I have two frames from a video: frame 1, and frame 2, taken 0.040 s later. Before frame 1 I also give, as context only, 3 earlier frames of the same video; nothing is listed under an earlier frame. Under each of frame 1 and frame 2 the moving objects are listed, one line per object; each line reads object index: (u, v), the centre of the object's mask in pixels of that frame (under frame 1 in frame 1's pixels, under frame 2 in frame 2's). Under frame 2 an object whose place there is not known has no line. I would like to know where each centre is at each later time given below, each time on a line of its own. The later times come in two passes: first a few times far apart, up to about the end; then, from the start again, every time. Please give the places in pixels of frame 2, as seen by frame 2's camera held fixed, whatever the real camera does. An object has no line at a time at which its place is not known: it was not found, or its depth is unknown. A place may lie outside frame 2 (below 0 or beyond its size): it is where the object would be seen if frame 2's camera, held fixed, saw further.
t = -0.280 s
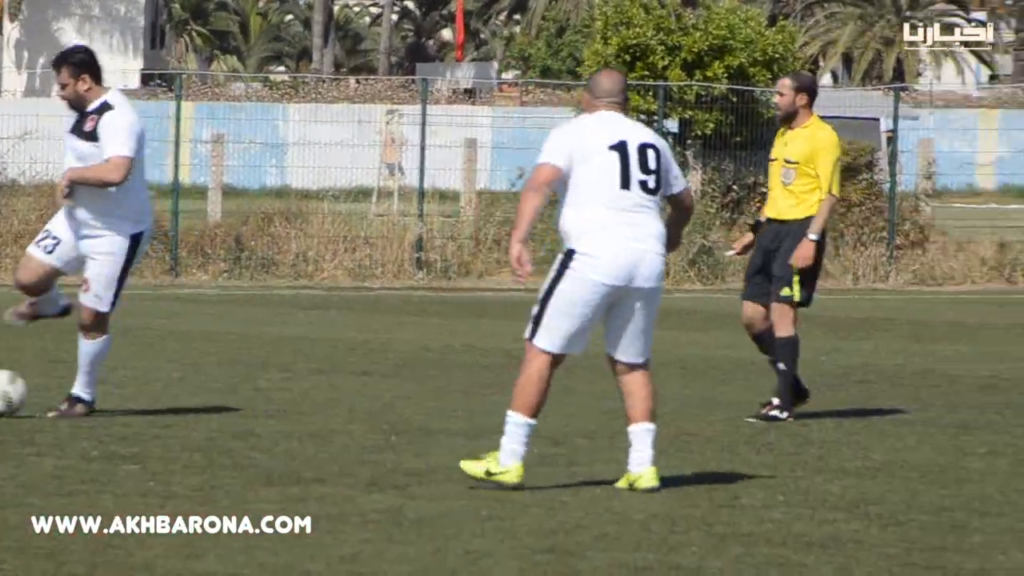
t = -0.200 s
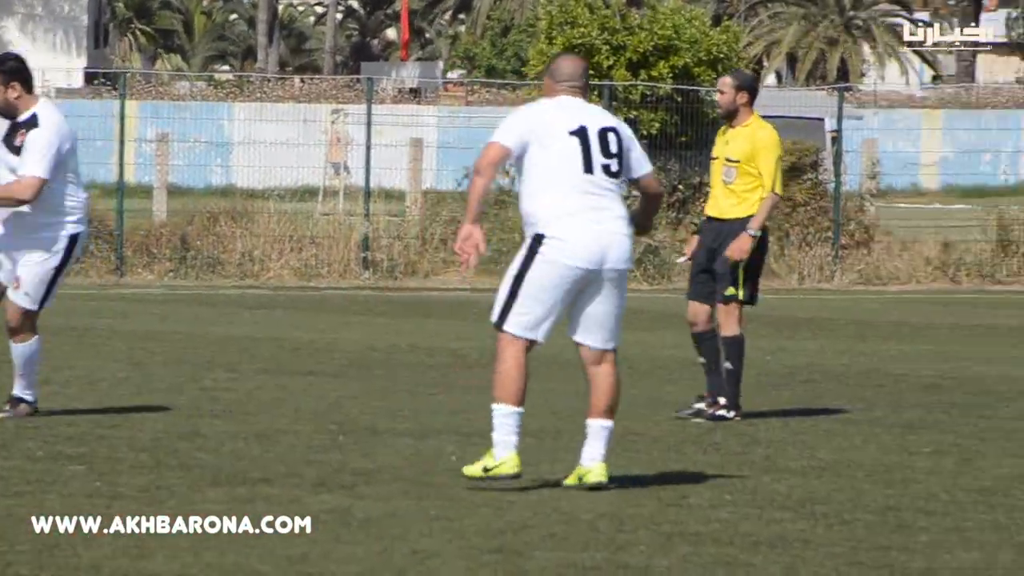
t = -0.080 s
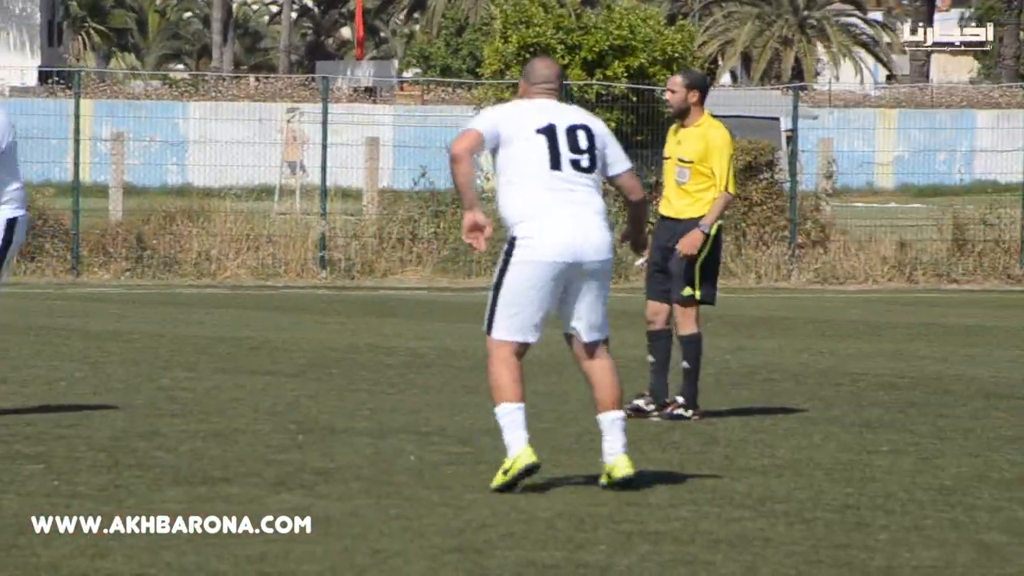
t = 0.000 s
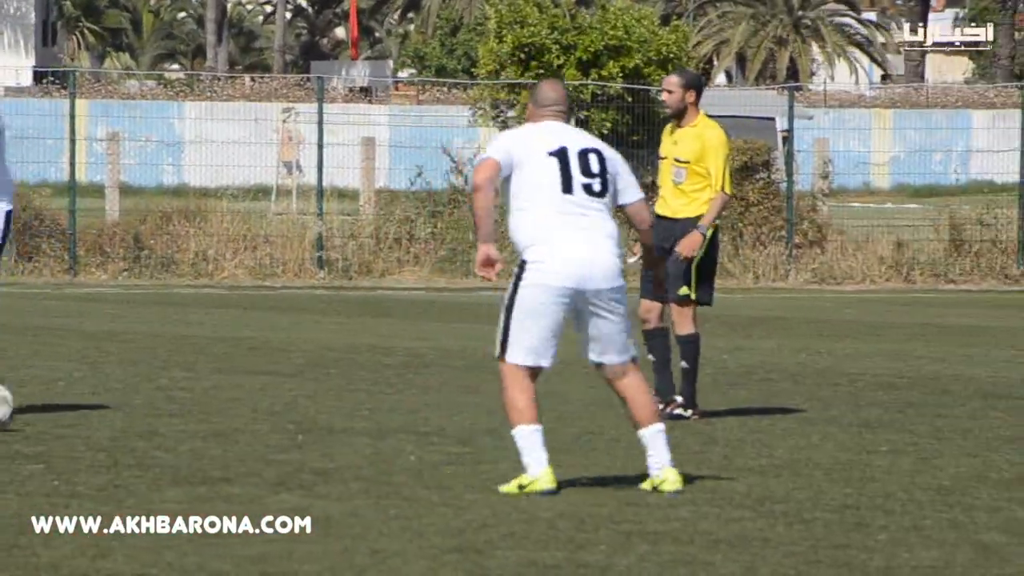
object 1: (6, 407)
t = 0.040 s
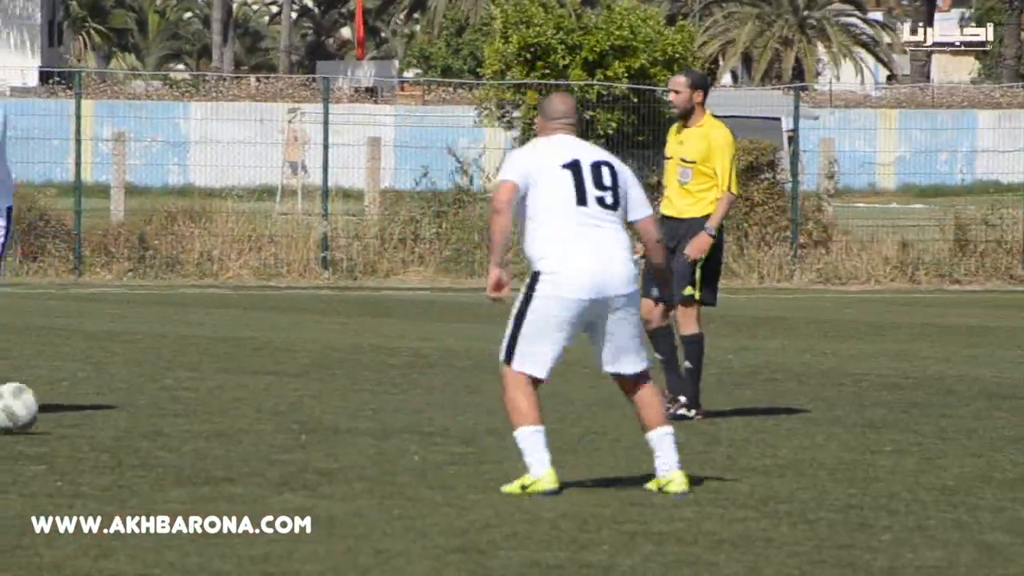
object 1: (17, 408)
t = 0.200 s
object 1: (89, 420)
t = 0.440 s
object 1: (188, 430)
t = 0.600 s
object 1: (255, 438)
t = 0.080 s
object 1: (32, 409)
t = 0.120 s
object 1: (52, 415)
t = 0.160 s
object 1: (70, 416)
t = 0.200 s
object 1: (89, 420)
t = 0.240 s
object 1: (107, 421)
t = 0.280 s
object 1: (124, 424)
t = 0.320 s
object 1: (140, 426)
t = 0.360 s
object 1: (157, 428)
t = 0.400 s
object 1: (173, 431)
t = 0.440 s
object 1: (188, 430)
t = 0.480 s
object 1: (205, 430)
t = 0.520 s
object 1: (221, 436)
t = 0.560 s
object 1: (238, 438)
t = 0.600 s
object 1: (255, 438)
